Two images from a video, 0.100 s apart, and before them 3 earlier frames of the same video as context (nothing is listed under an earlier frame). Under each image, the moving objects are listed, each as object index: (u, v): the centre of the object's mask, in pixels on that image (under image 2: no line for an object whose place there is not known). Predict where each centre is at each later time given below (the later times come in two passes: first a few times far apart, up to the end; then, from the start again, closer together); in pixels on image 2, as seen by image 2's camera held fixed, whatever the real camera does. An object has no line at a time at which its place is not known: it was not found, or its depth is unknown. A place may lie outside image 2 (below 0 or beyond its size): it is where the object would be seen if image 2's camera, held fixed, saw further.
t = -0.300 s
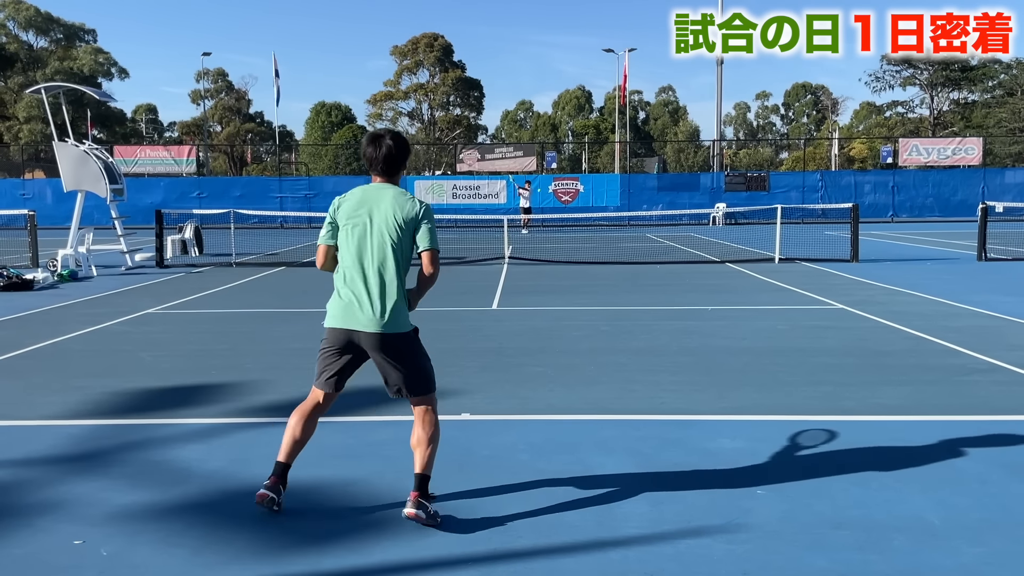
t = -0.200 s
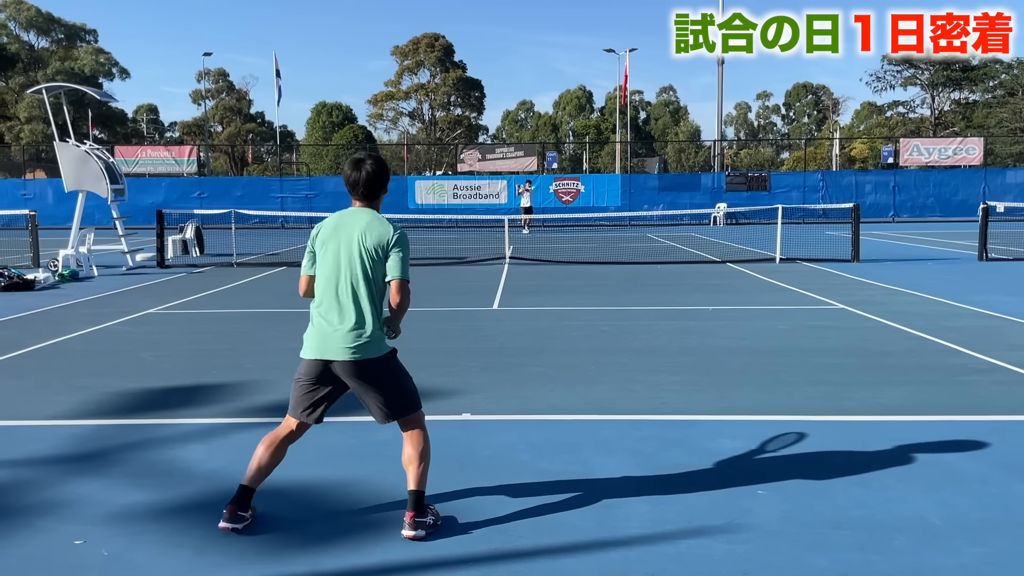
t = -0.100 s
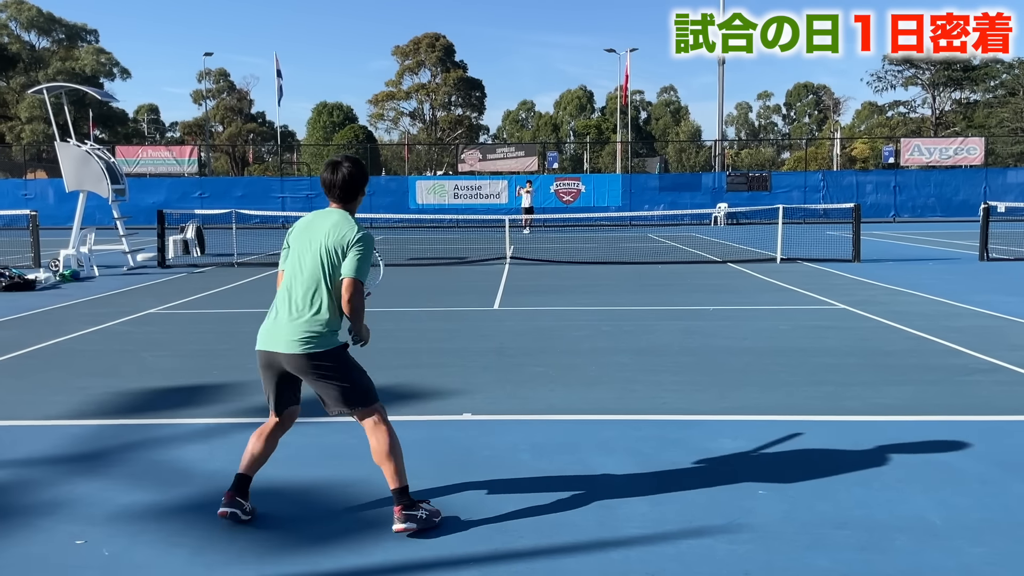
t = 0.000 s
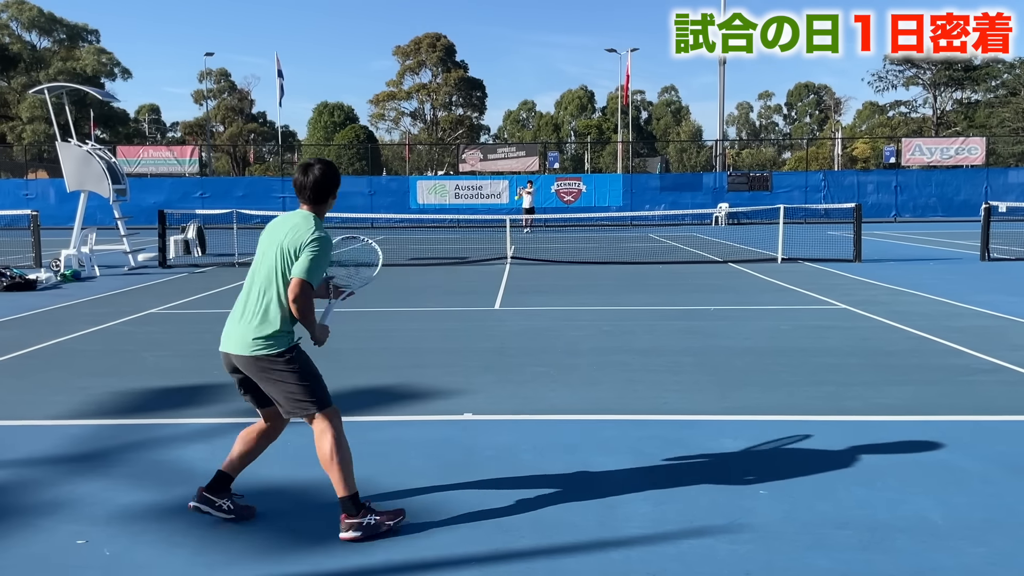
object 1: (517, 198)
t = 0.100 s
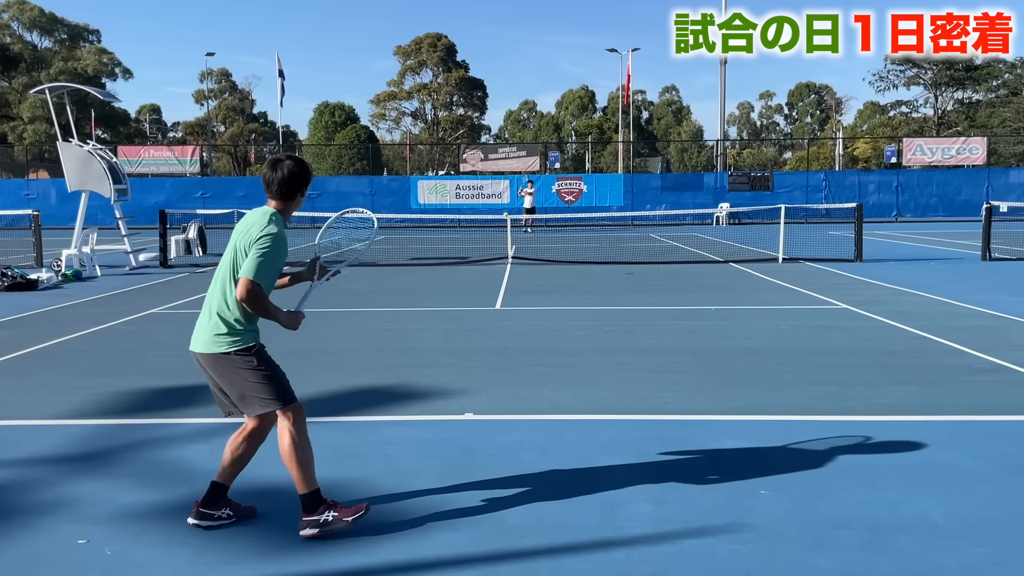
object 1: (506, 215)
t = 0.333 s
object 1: (464, 310)
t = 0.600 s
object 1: (393, 281)
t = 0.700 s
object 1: (351, 292)
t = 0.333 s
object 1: (464, 310)
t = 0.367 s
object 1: (457, 311)
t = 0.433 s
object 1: (442, 297)
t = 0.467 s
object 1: (434, 292)
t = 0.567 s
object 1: (405, 282)
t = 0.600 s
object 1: (393, 281)
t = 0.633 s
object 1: (381, 283)
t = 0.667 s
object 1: (367, 286)
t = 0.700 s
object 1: (351, 292)
